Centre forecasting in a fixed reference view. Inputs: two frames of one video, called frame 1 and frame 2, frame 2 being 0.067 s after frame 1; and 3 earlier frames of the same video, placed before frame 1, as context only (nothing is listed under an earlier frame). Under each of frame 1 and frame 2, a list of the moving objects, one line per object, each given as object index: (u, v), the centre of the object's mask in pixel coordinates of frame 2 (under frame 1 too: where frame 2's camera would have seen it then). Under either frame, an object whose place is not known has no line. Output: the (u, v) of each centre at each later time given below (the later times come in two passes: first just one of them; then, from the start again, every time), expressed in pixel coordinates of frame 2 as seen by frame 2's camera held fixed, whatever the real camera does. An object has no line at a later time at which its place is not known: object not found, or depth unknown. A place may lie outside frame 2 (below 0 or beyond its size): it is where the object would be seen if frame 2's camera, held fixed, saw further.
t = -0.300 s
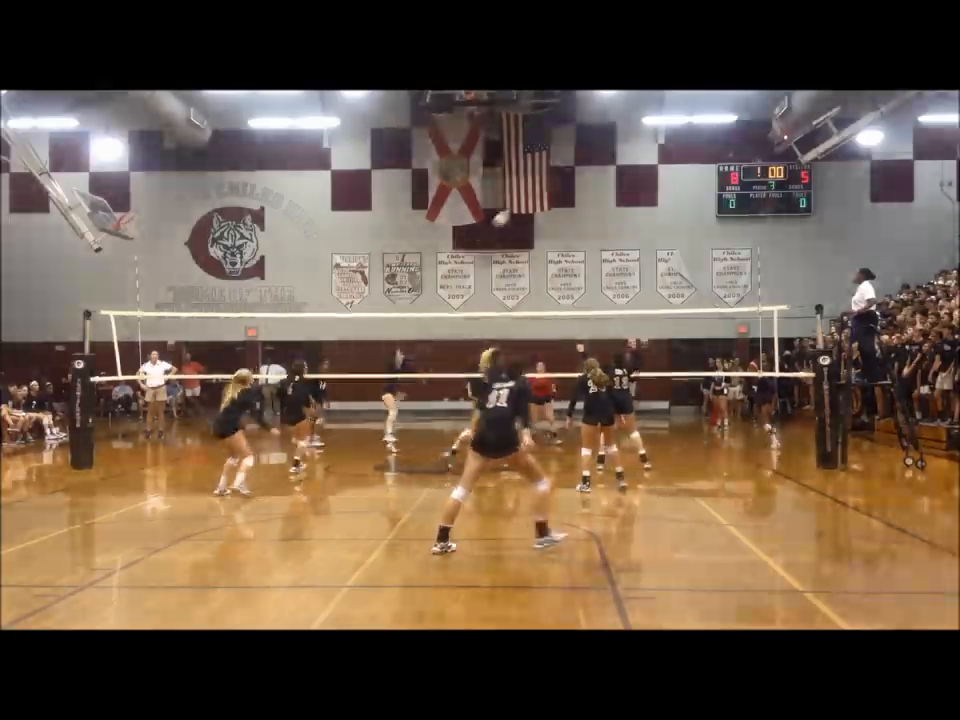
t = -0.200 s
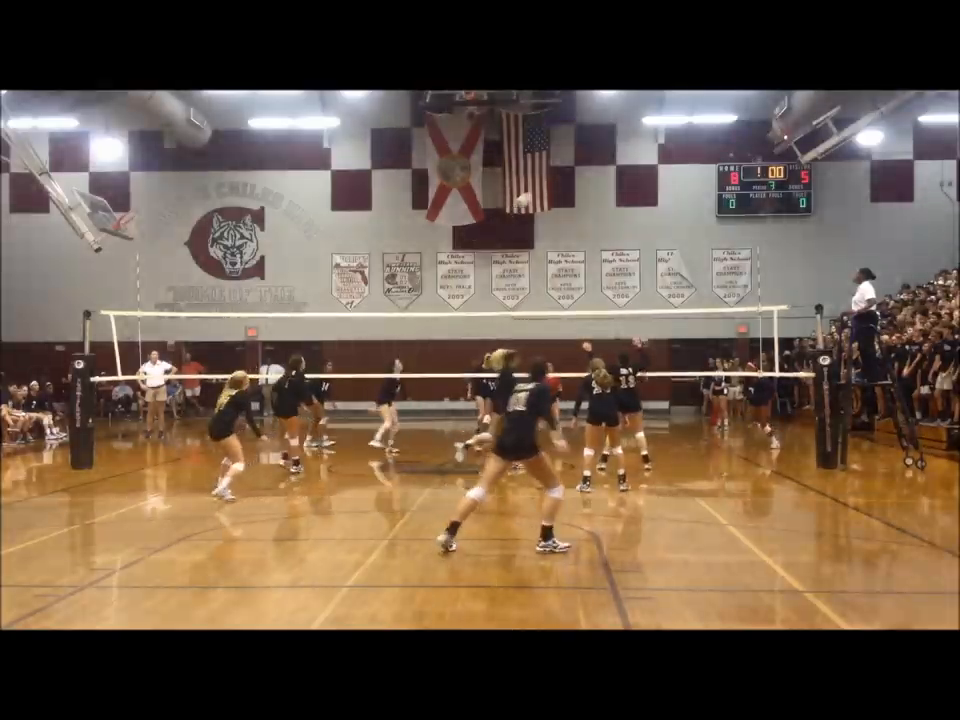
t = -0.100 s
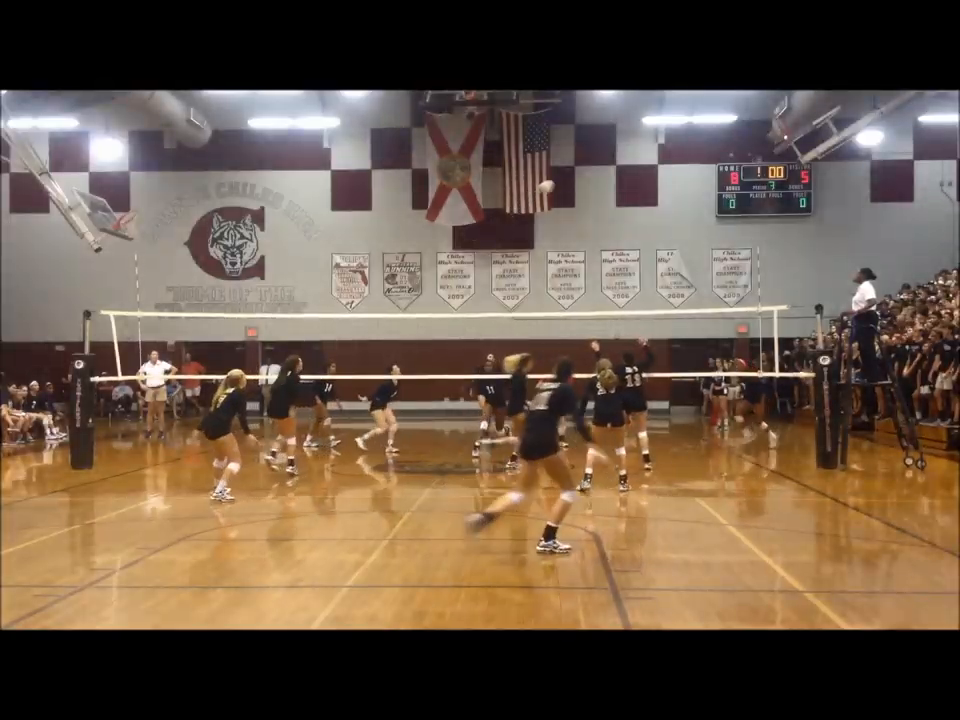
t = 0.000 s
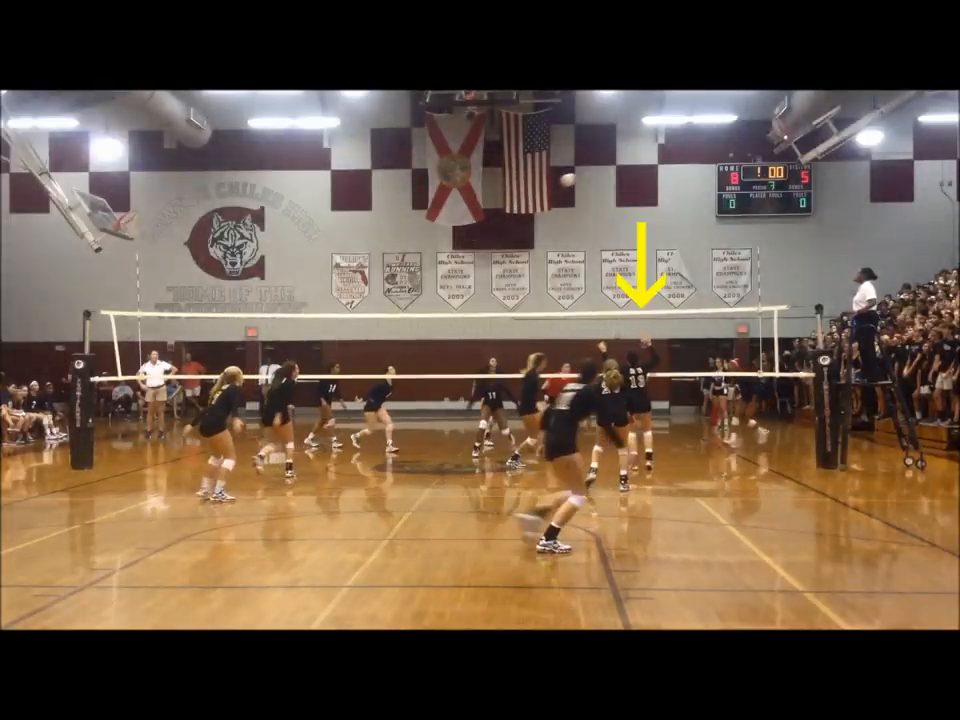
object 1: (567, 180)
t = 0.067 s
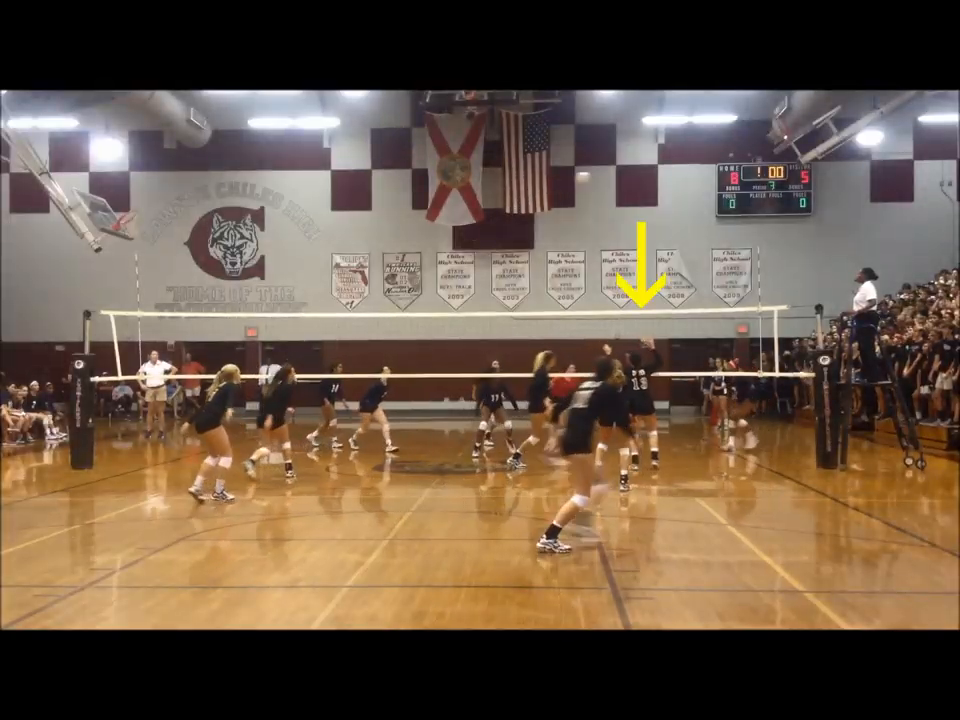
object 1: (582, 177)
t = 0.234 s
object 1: (619, 185)
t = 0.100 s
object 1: (589, 177)
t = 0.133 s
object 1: (597, 178)
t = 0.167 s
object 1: (603, 179)
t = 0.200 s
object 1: (611, 181)
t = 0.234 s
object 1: (619, 185)
